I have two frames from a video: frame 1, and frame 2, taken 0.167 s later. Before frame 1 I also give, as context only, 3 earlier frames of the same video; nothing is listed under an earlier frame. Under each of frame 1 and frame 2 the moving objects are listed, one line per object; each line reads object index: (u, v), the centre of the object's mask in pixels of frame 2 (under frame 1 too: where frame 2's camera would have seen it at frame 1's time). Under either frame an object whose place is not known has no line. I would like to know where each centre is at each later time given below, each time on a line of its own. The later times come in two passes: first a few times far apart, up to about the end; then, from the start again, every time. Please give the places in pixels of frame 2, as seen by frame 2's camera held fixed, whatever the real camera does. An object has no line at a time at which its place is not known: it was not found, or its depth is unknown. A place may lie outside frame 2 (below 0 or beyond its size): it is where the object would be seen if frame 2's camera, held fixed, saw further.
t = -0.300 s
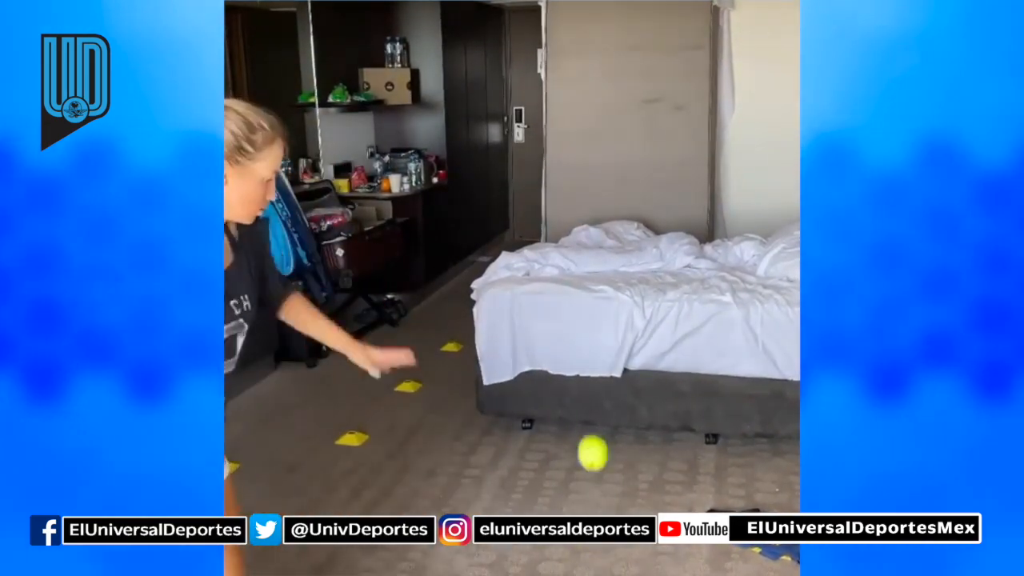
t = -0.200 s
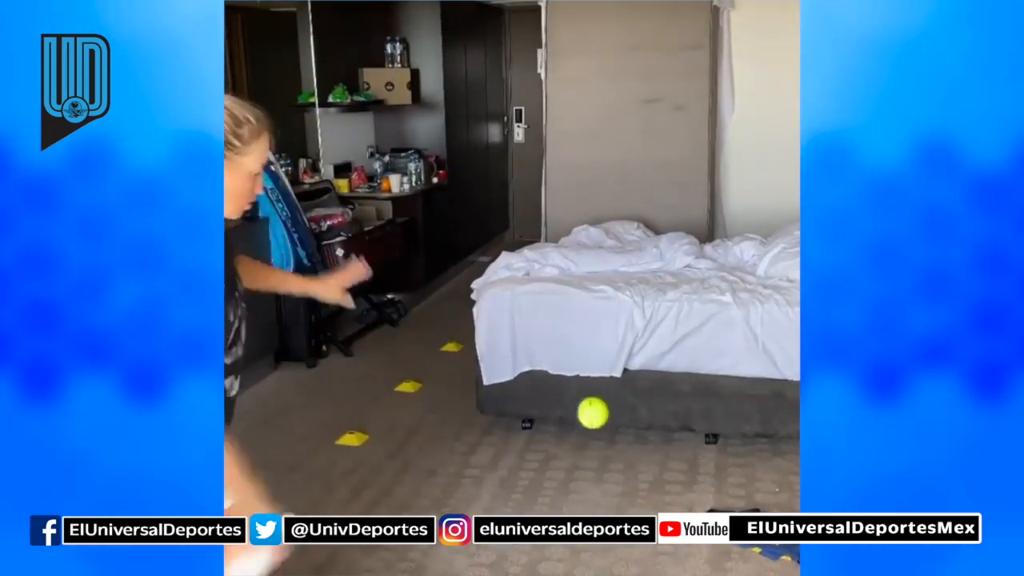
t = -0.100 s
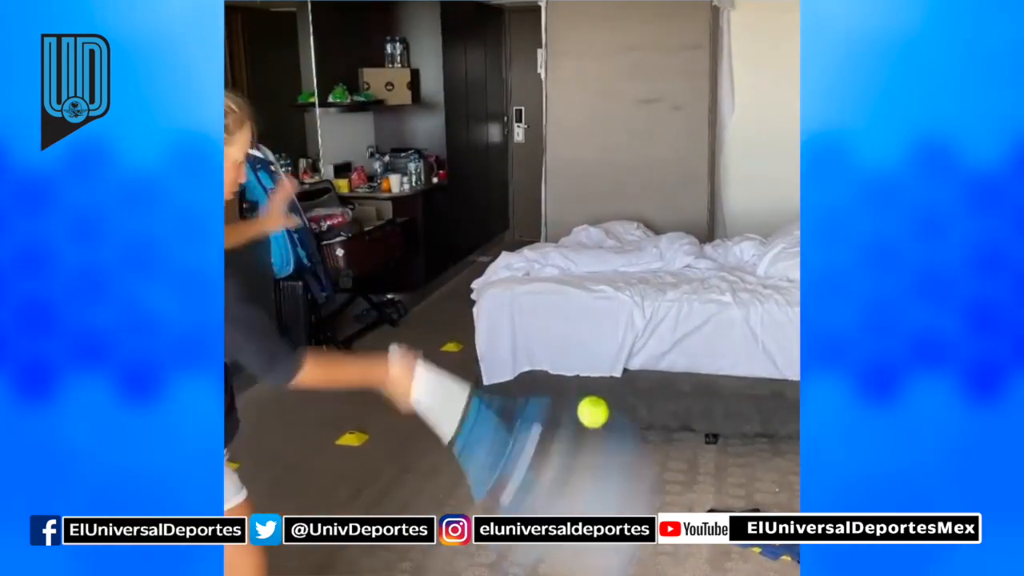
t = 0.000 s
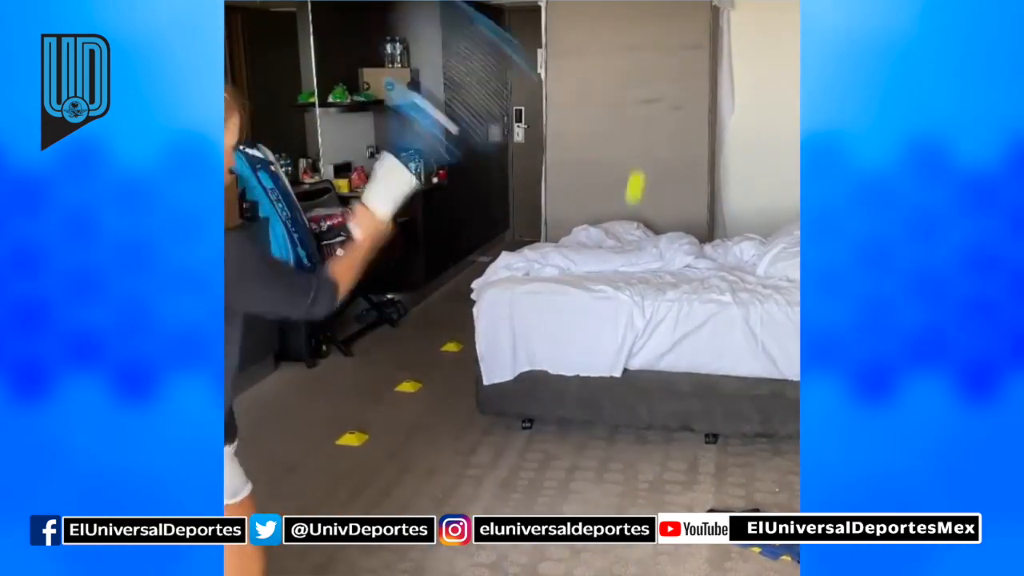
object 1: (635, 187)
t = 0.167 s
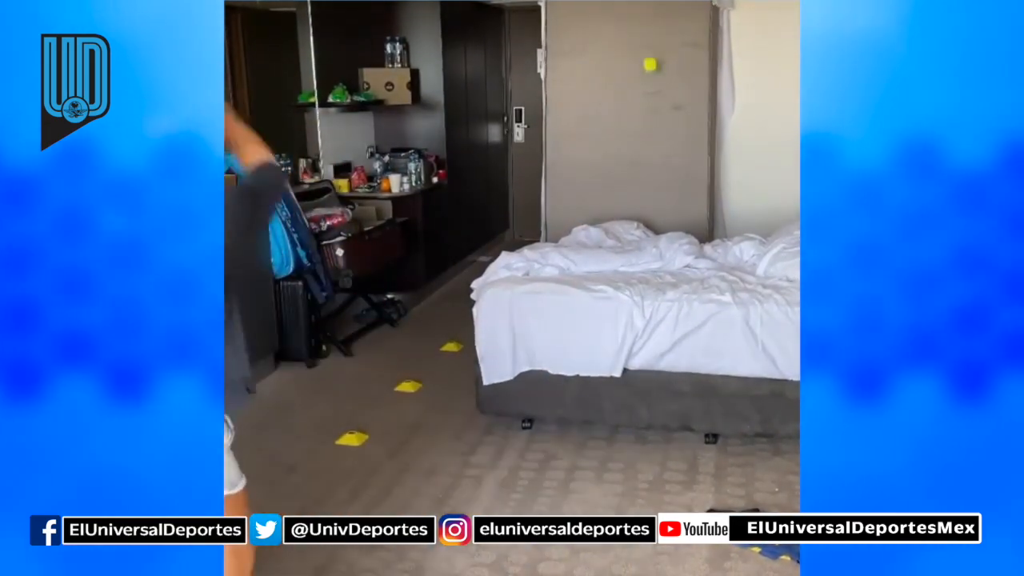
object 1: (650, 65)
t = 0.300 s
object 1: (638, 23)
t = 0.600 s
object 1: (602, 71)
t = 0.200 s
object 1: (648, 51)
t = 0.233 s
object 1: (645, 41)
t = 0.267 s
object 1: (641, 31)
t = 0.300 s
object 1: (638, 23)
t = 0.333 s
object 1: (635, 18)
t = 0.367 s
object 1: (631, 15)
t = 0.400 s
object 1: (628, 15)
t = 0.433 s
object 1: (624, 16)
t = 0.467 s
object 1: (620, 21)
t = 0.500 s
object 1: (615, 29)
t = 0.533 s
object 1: (611, 39)
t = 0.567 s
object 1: (606, 52)
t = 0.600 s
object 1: (602, 71)
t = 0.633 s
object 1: (596, 91)
